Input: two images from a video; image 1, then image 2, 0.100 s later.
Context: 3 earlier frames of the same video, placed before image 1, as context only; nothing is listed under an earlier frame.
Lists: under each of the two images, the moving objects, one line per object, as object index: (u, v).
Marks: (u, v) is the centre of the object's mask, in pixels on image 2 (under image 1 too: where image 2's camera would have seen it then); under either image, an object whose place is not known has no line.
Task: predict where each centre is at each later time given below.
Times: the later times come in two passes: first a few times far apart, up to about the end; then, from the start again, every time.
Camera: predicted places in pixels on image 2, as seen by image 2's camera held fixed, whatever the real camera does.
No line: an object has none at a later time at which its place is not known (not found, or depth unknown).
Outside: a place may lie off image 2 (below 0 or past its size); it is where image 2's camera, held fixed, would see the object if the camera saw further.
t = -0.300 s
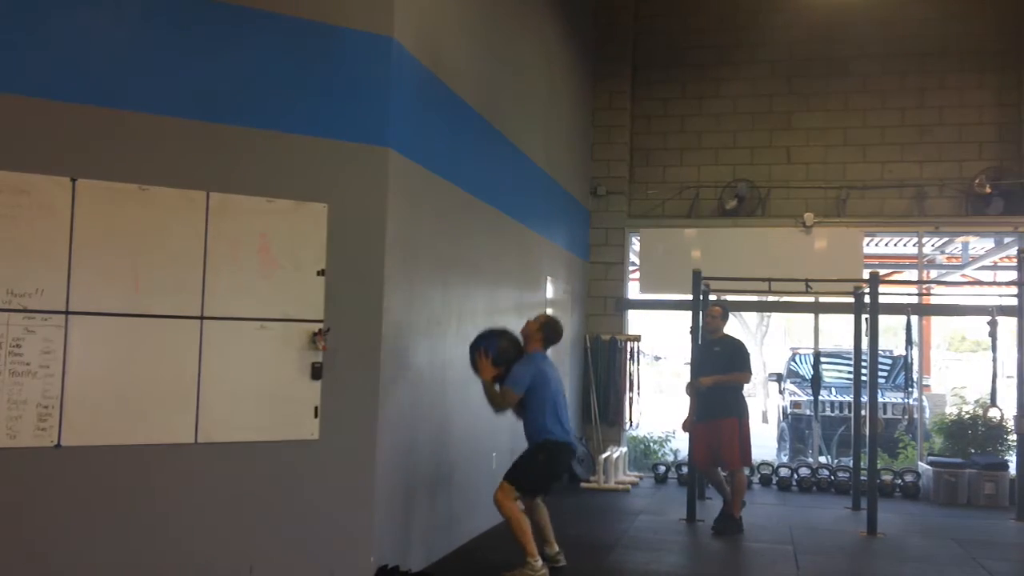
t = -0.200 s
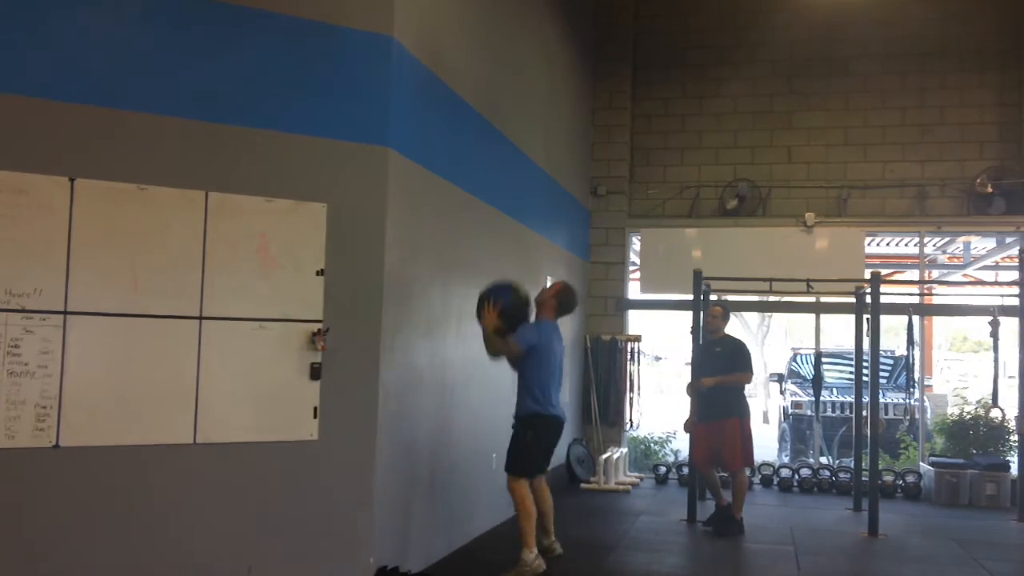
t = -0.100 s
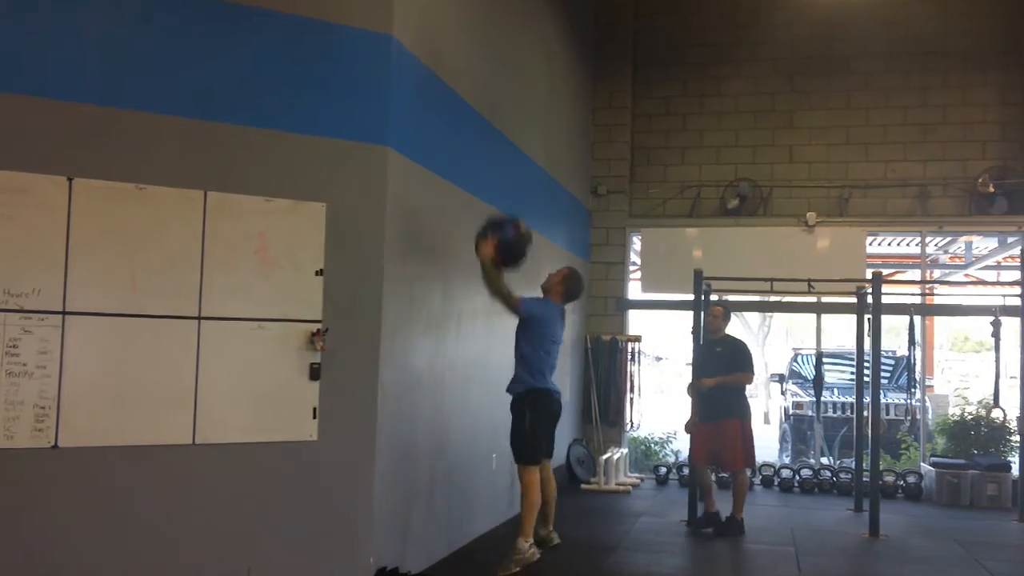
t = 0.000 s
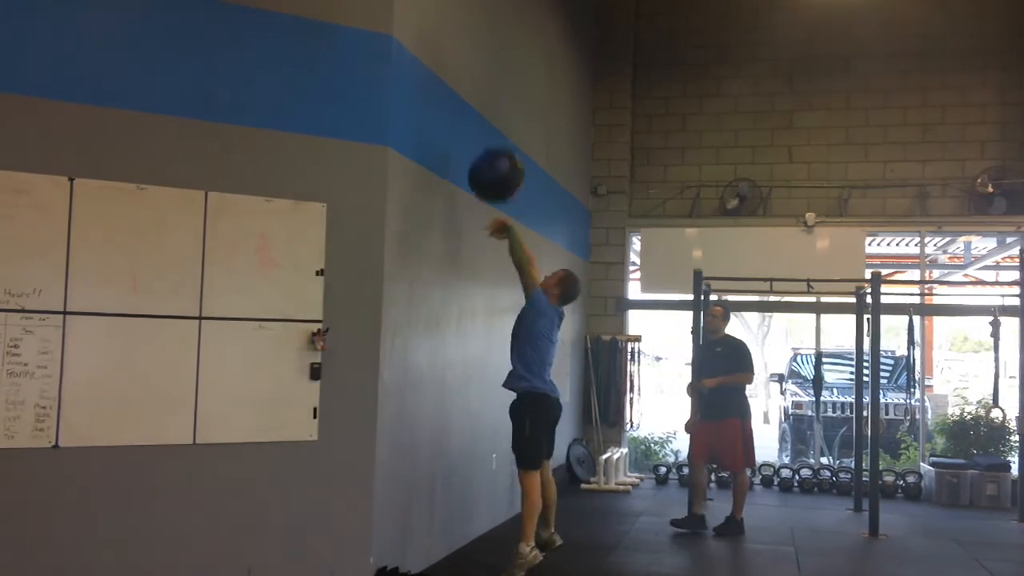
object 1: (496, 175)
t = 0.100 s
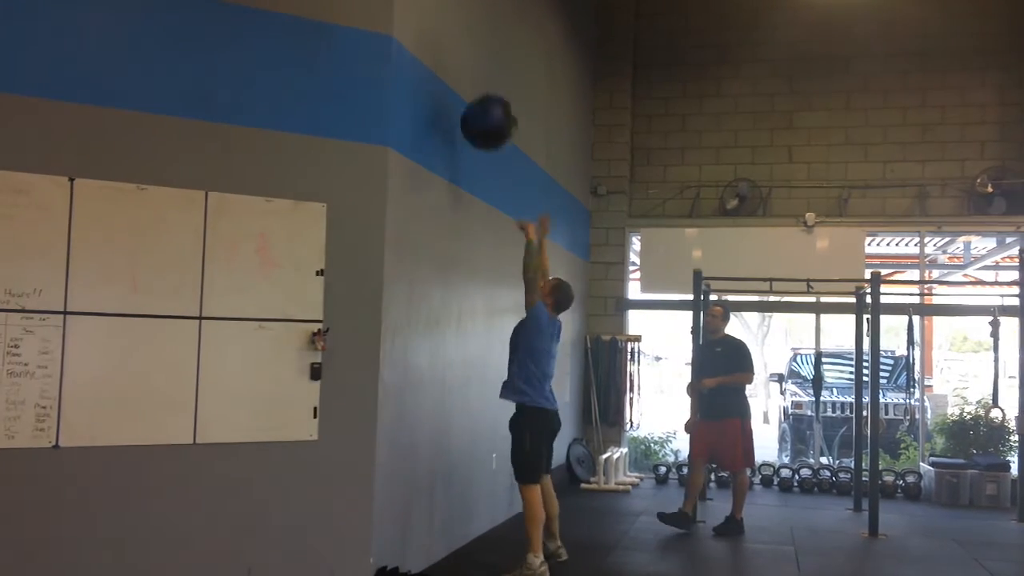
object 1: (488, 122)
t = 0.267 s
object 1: (473, 68)
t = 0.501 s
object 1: (483, 71)
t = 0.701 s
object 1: (492, 142)
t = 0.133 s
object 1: (485, 108)
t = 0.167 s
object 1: (482, 95)
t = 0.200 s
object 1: (480, 84)
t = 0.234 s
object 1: (476, 75)
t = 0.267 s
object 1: (473, 68)
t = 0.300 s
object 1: (472, 62)
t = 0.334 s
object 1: (472, 59)
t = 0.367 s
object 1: (474, 58)
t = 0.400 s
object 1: (477, 59)
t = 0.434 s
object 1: (479, 61)
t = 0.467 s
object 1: (481, 65)
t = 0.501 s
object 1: (483, 71)
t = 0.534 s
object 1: (484, 79)
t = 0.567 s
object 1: (486, 88)
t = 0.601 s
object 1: (487, 99)
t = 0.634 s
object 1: (489, 112)
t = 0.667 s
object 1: (490, 126)
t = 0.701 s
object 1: (492, 142)
